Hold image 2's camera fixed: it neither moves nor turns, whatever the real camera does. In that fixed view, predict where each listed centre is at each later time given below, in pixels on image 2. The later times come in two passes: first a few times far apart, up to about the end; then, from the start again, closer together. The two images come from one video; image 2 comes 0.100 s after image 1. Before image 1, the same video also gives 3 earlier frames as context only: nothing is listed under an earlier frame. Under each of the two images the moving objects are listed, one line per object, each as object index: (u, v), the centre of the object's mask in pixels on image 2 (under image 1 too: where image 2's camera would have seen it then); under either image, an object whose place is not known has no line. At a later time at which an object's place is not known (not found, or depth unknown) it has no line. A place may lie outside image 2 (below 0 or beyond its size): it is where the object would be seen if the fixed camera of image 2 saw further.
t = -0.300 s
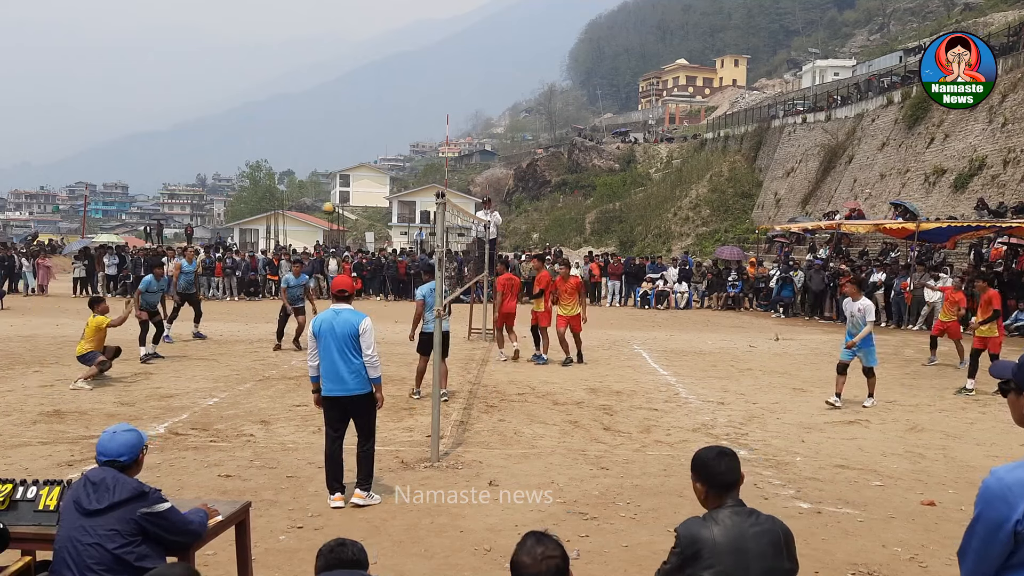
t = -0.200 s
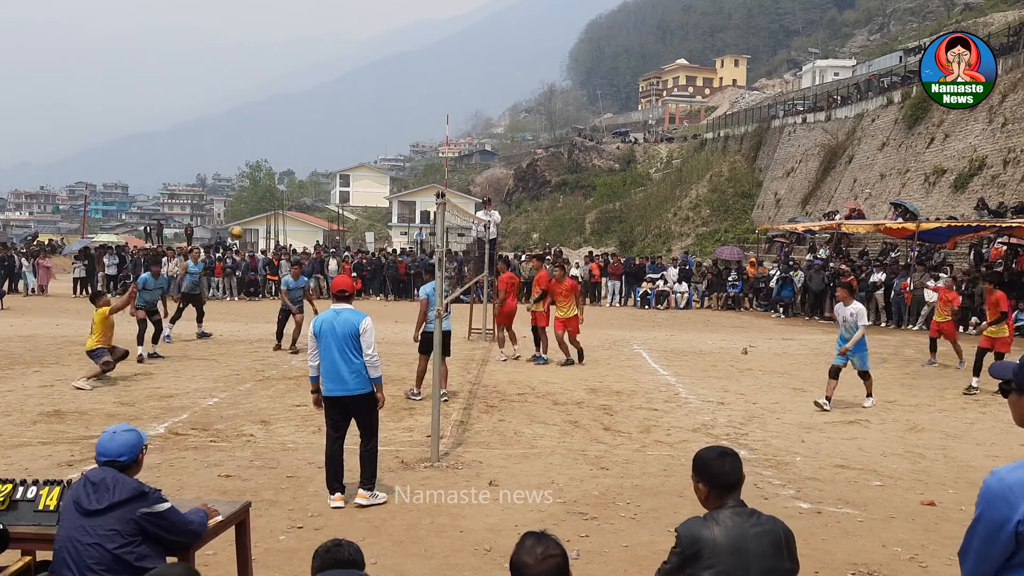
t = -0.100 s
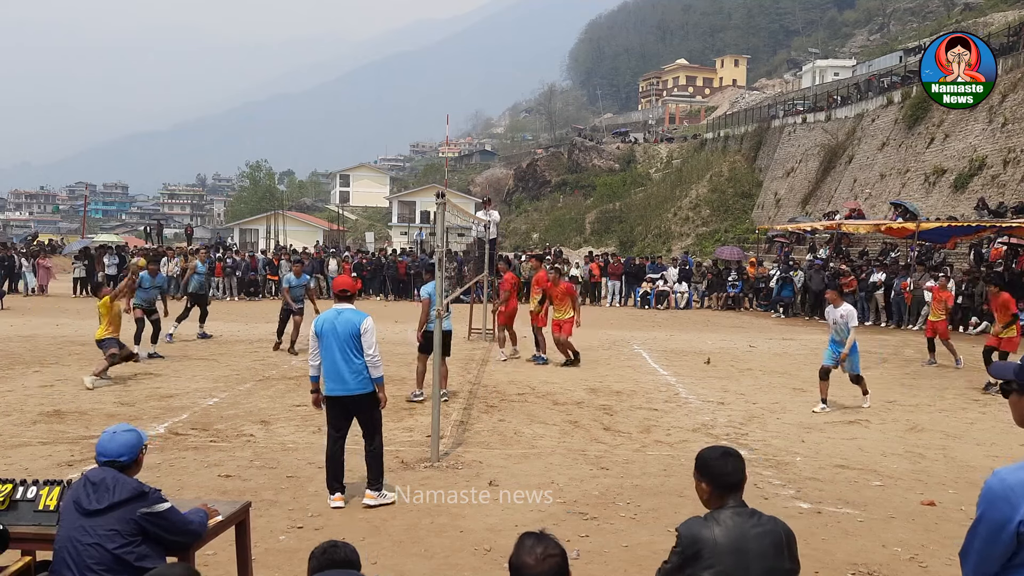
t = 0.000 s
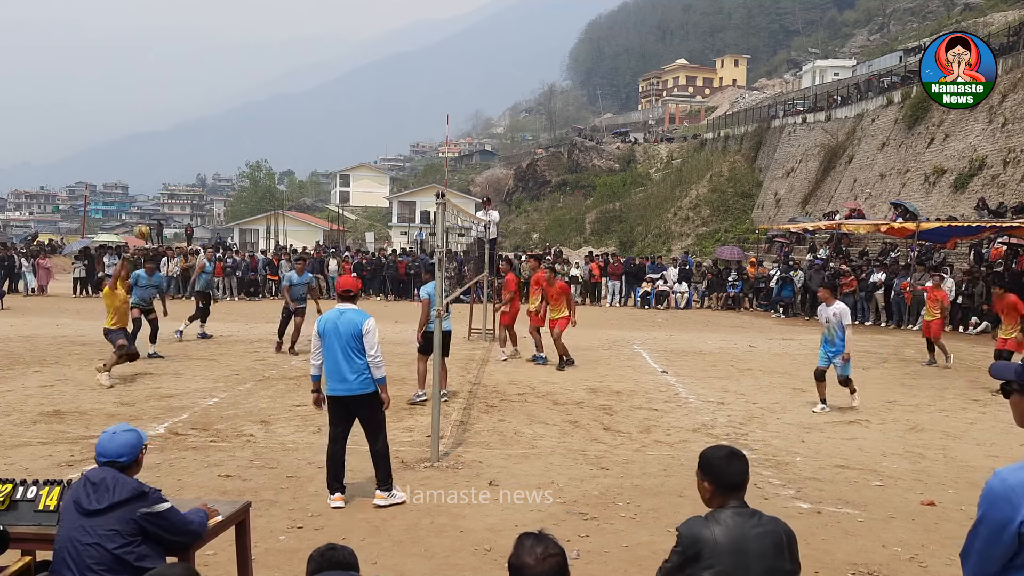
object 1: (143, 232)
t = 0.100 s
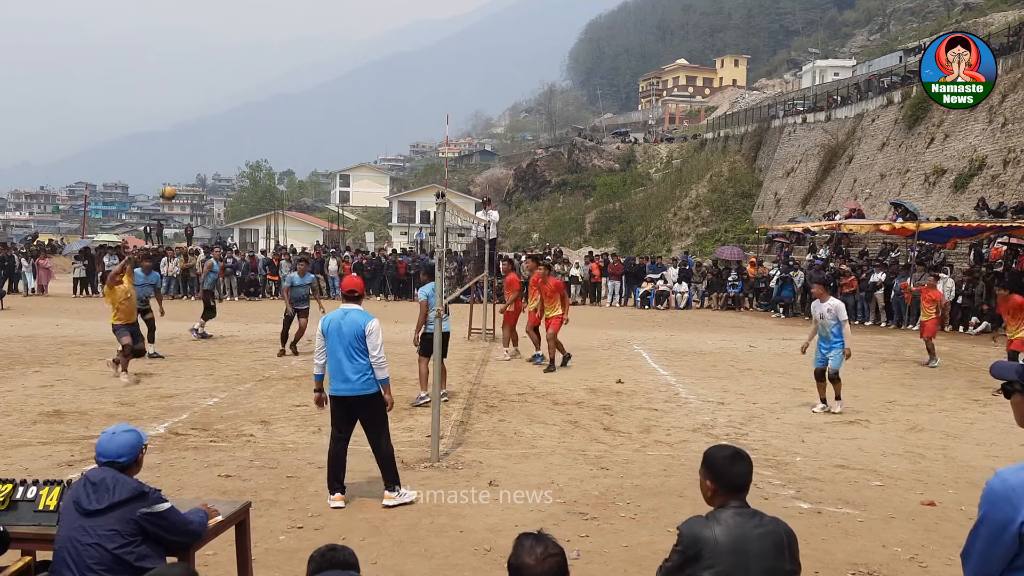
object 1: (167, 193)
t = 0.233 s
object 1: (202, 153)
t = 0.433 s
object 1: (254, 117)
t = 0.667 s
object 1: (319, 113)
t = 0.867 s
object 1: (374, 144)
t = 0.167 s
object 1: (185, 172)
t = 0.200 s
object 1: (194, 162)
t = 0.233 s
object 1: (202, 153)
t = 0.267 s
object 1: (211, 145)
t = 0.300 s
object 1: (219, 138)
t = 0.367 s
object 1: (237, 126)
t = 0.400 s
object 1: (246, 121)
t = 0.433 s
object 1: (254, 117)
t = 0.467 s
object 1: (264, 114)
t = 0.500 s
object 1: (272, 111)
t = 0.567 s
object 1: (291, 110)
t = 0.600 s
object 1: (300, 110)
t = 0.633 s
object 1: (309, 111)
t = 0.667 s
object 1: (319, 113)
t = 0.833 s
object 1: (365, 137)
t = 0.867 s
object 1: (374, 144)
